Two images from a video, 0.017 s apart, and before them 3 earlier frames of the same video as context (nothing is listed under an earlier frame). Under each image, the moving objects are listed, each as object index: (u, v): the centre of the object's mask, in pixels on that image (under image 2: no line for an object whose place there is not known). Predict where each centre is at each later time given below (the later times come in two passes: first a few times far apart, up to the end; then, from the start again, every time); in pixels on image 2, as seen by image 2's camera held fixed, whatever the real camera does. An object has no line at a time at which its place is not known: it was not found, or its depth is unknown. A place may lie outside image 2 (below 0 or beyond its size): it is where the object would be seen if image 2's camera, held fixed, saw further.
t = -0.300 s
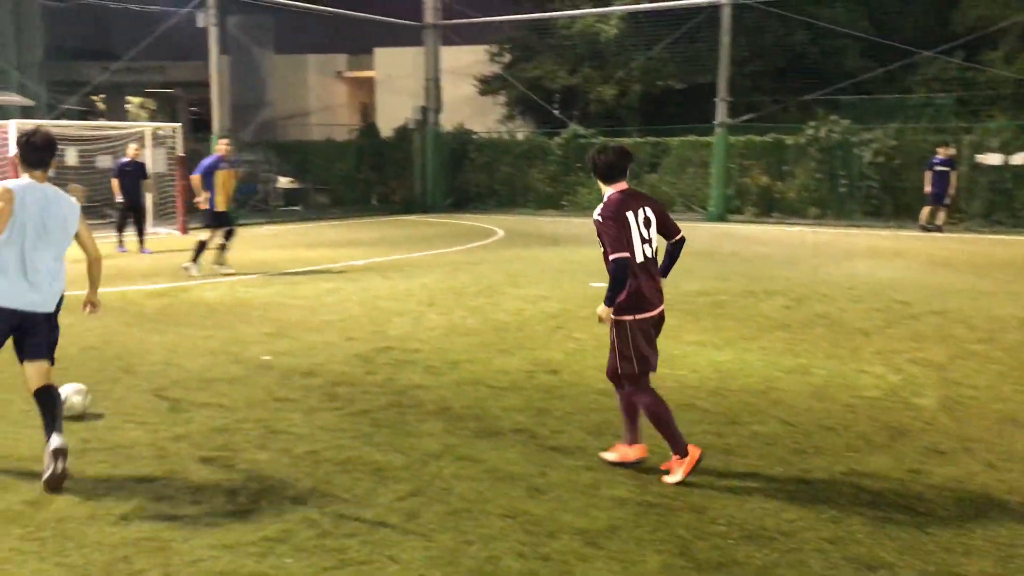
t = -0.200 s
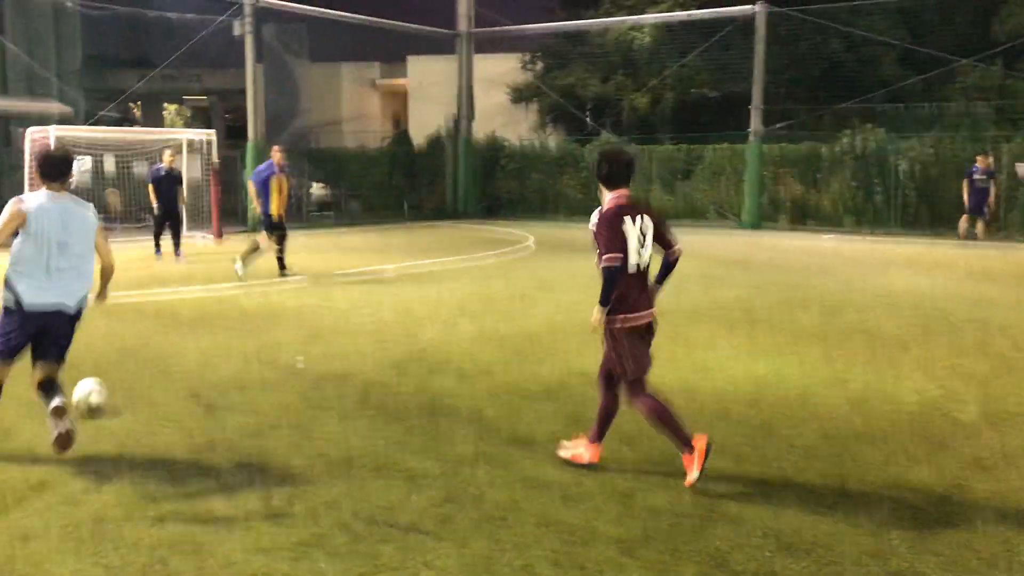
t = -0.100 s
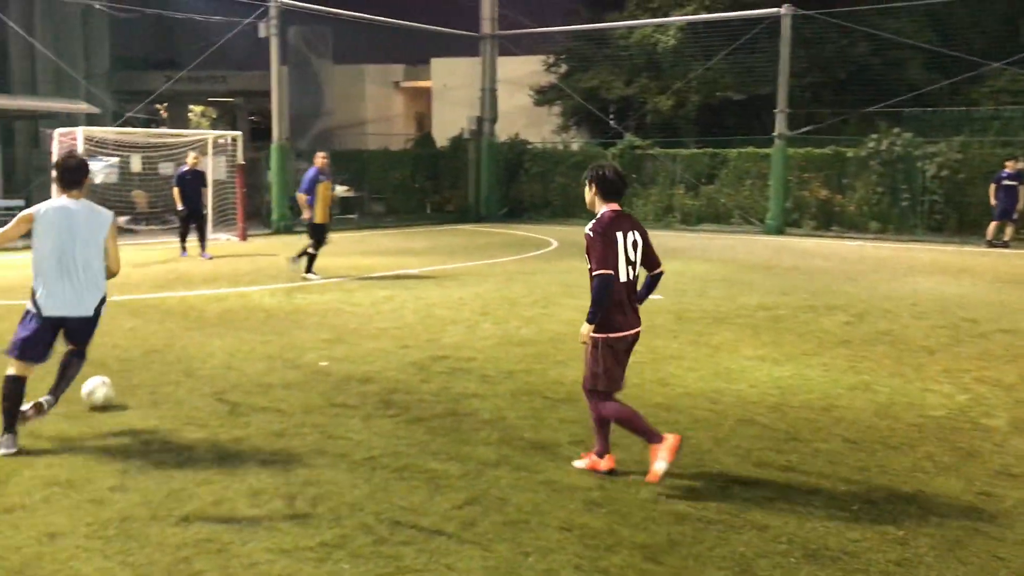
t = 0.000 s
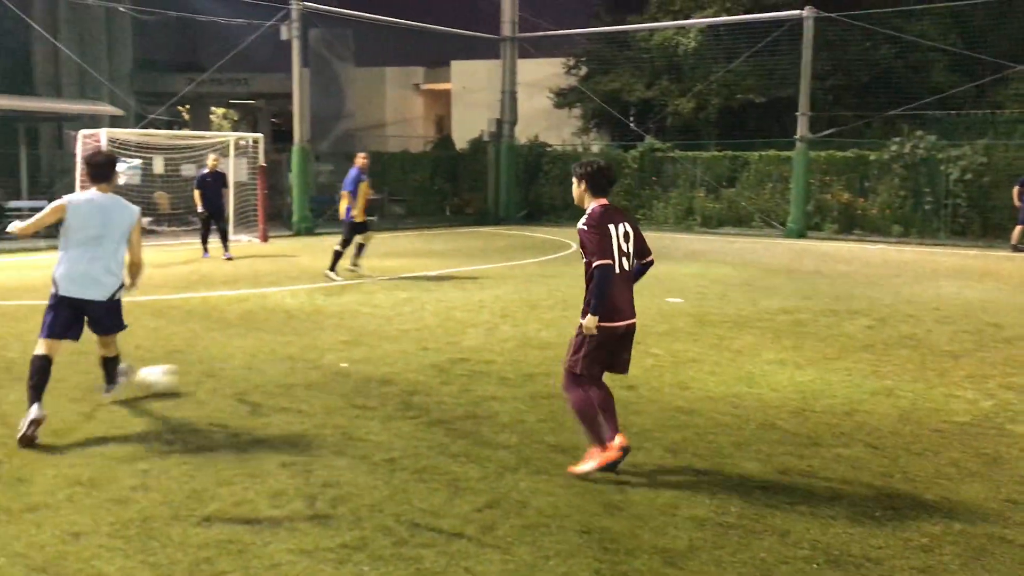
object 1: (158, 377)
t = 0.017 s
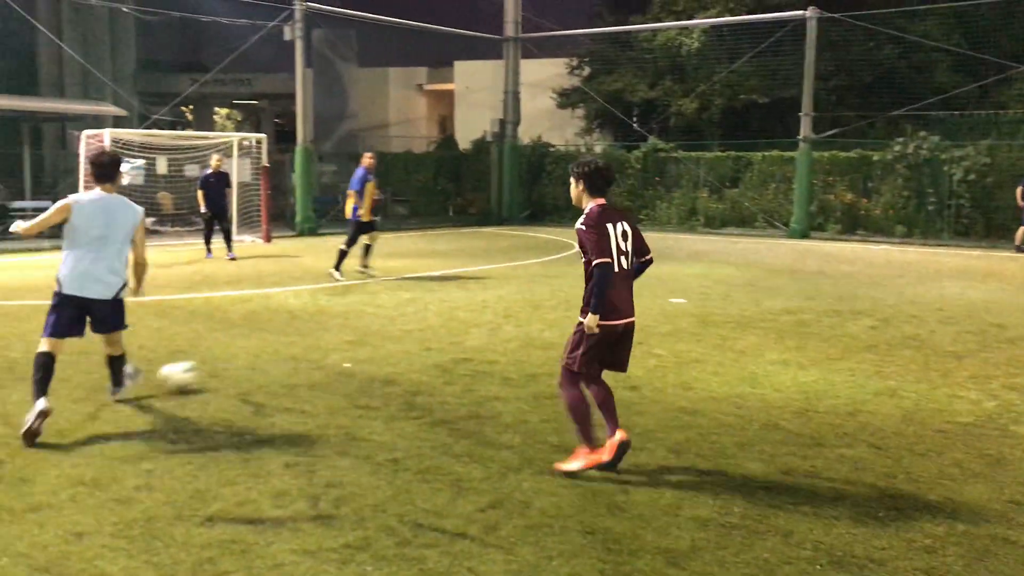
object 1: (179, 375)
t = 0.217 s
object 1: (344, 341)
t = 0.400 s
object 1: (436, 324)
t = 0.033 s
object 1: (196, 372)
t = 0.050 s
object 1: (214, 367)
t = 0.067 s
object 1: (229, 365)
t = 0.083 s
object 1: (244, 362)
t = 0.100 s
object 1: (260, 360)
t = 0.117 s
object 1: (276, 358)
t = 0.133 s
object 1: (289, 355)
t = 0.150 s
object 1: (300, 352)
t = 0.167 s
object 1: (311, 349)
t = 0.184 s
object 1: (323, 345)
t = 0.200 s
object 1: (334, 344)
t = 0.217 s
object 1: (344, 341)
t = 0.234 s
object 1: (354, 339)
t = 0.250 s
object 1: (365, 338)
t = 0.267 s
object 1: (375, 336)
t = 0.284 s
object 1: (383, 336)
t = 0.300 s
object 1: (392, 335)
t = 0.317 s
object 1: (399, 332)
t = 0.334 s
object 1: (409, 330)
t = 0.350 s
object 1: (415, 328)
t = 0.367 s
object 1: (423, 327)
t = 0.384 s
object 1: (429, 325)
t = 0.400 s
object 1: (436, 324)
